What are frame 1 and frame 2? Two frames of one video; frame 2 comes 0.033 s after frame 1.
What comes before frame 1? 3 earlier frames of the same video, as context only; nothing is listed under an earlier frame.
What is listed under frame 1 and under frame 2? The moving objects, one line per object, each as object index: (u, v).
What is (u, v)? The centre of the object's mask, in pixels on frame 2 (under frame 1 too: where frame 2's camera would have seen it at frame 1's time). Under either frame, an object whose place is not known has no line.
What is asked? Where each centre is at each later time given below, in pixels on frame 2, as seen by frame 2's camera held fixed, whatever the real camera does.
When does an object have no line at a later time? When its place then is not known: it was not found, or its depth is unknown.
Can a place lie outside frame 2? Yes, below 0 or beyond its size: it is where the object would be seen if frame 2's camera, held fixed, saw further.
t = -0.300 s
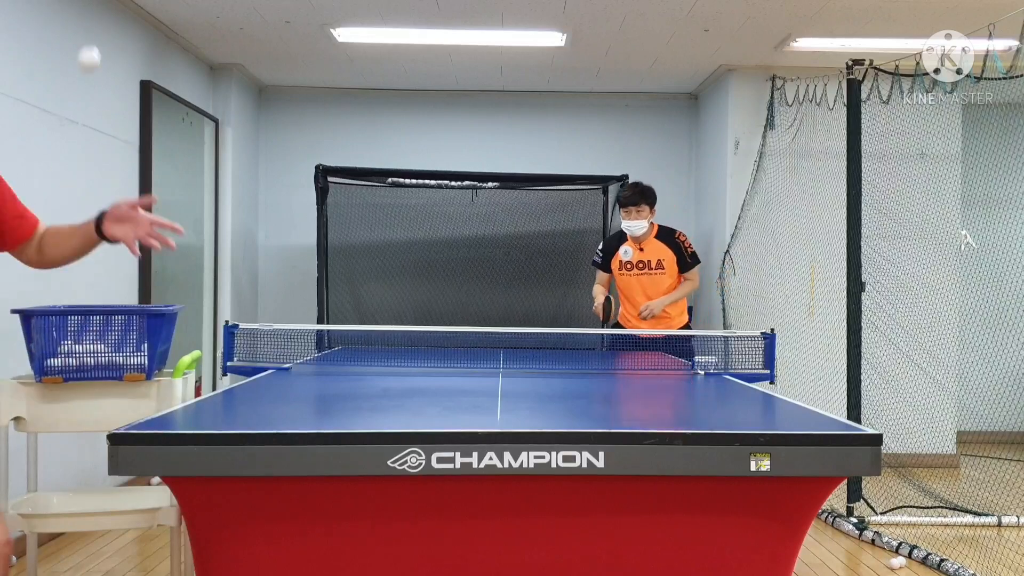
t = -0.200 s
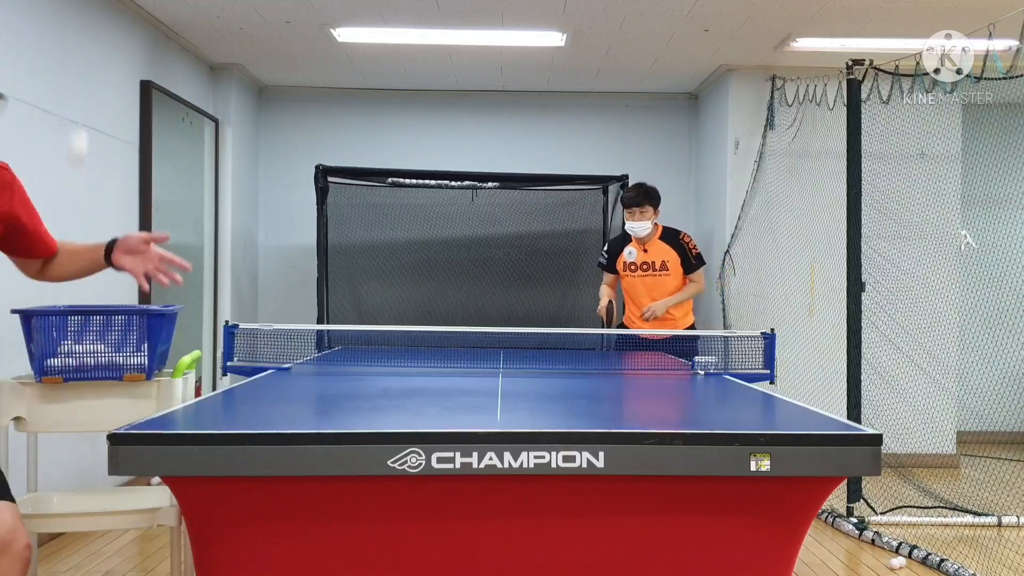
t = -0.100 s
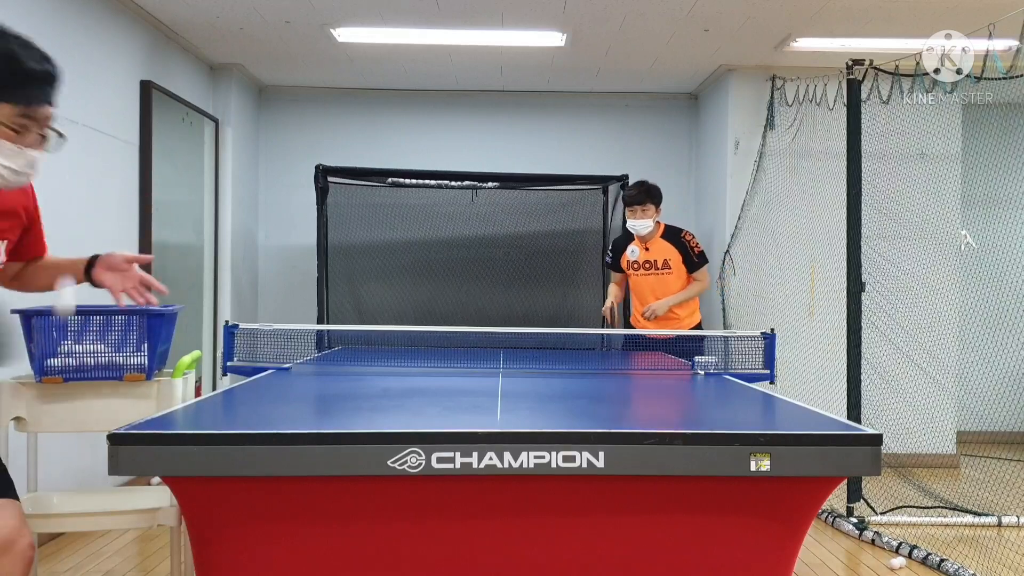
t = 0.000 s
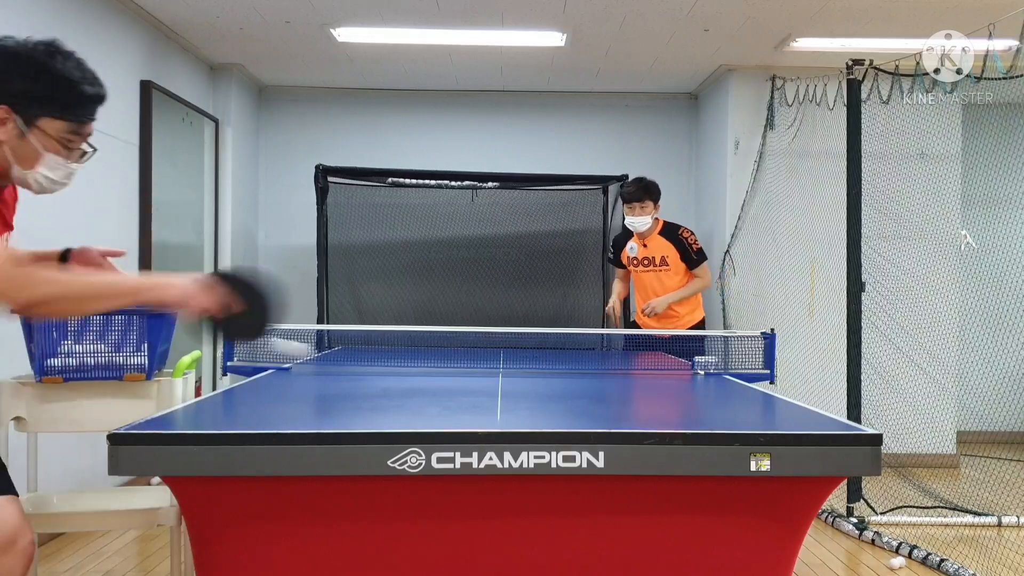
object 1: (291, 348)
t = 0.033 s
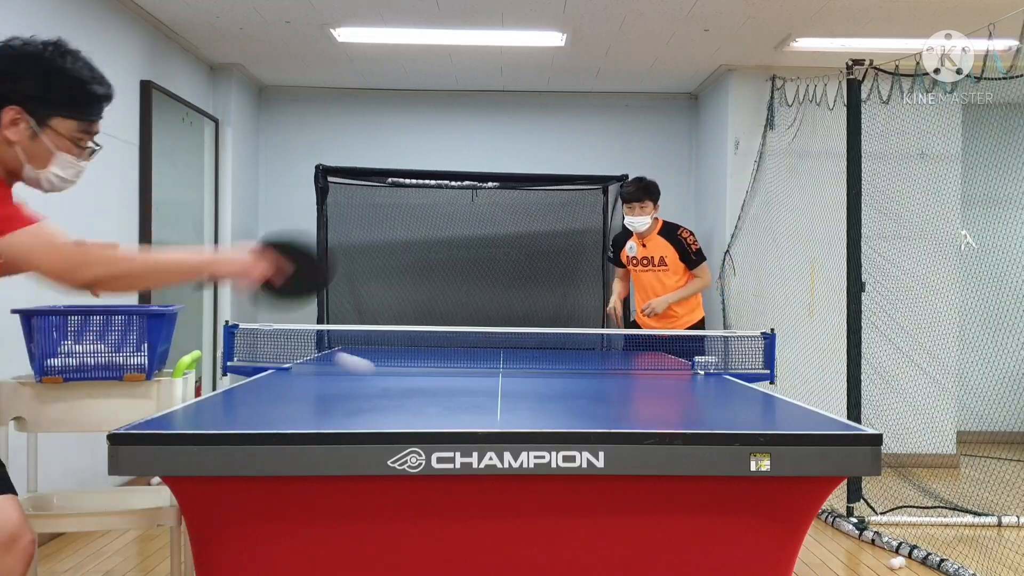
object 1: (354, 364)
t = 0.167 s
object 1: (494, 333)
